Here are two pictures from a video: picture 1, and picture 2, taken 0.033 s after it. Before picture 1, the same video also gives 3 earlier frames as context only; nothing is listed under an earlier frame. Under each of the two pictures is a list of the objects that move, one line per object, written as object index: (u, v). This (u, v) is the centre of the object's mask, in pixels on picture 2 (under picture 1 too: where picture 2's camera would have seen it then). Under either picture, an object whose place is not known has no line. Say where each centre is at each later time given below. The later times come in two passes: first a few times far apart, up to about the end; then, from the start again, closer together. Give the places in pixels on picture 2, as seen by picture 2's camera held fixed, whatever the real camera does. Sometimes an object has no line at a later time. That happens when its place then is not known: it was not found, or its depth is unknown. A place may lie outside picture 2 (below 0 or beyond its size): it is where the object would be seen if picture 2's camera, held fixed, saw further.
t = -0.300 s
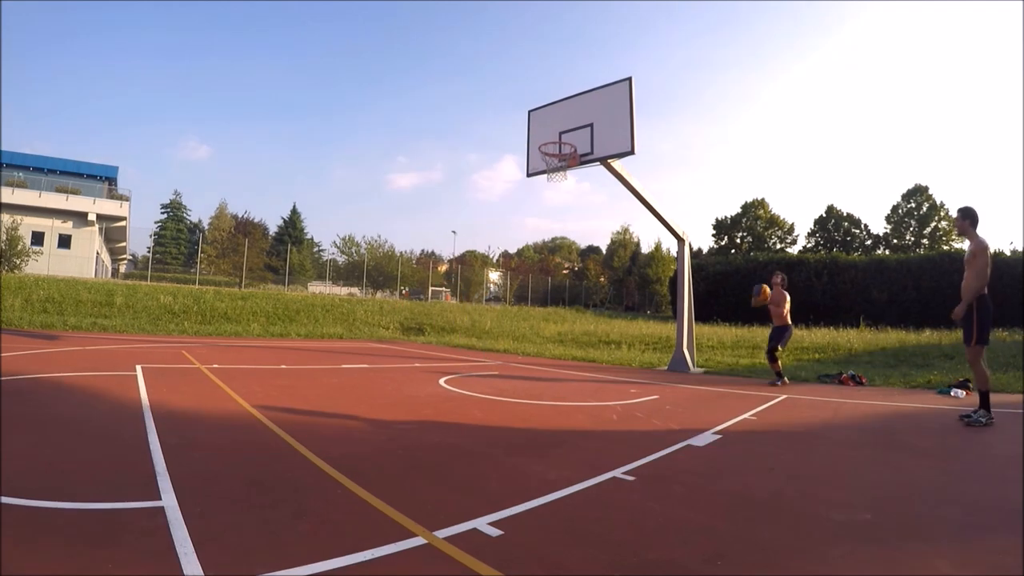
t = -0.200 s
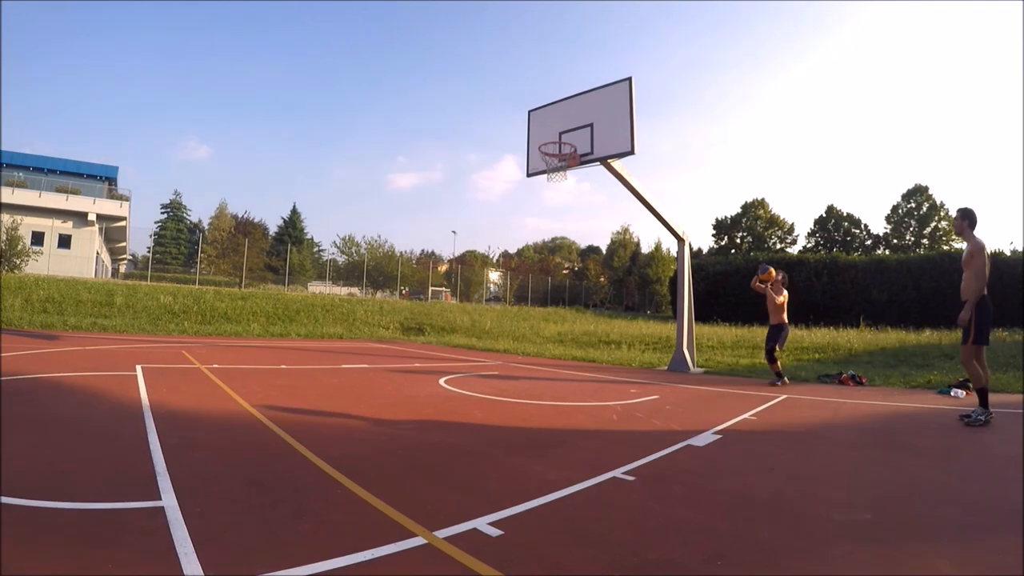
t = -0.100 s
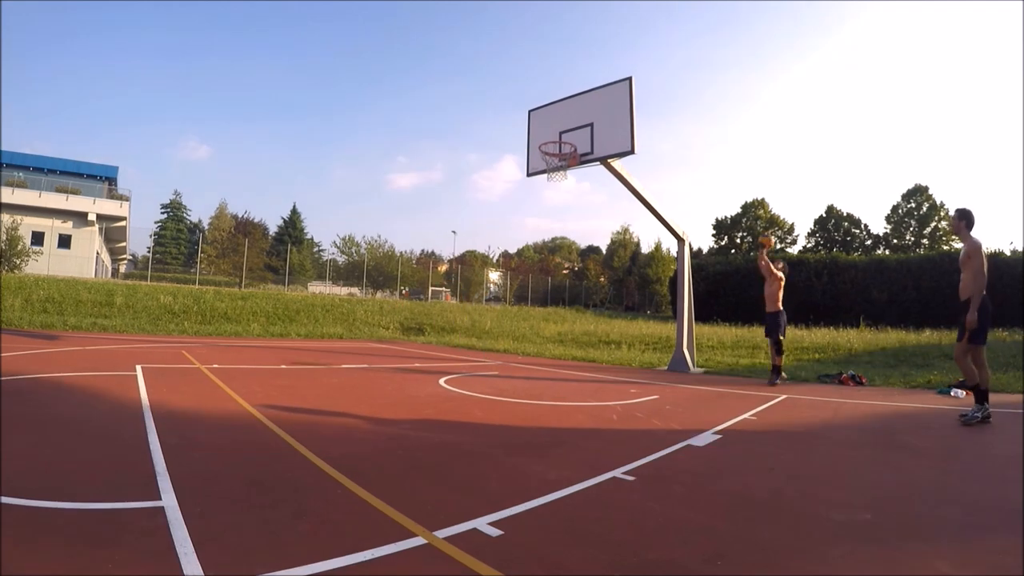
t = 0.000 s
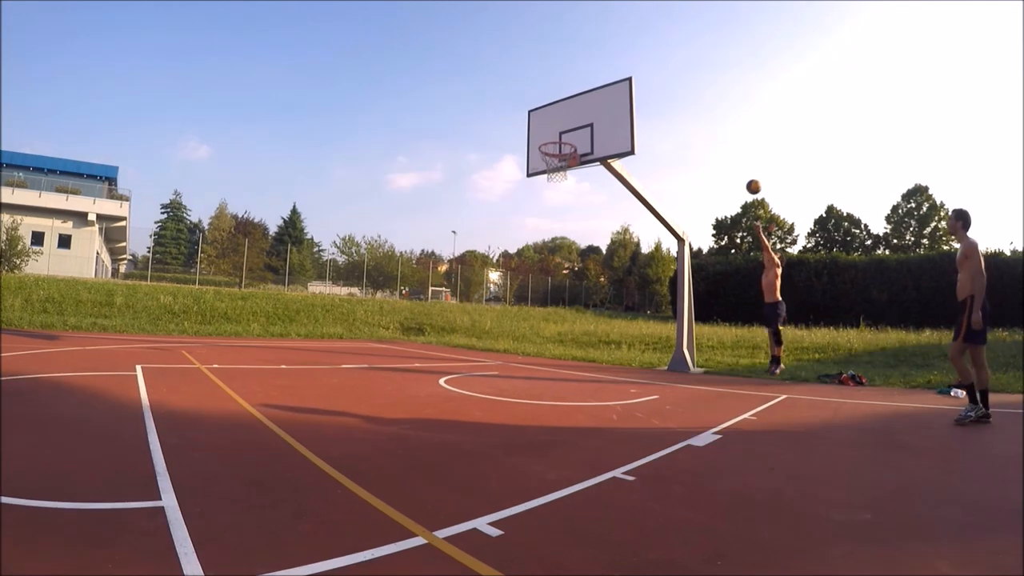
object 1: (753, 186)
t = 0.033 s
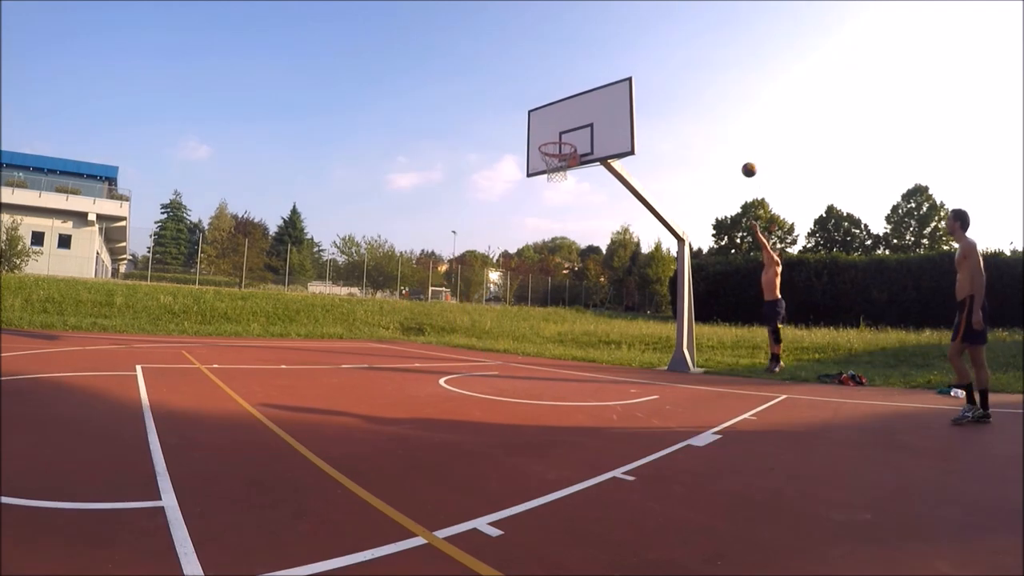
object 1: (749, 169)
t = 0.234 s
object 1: (721, 85)
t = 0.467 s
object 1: (689, 23)
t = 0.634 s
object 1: (668, 2)
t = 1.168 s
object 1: (606, 18)
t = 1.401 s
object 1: (574, 88)
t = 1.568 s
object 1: (547, 173)
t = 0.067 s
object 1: (744, 153)
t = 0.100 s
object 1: (739, 138)
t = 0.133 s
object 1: (735, 123)
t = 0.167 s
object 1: (730, 110)
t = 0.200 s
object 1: (725, 97)
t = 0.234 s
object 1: (721, 85)
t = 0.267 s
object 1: (716, 74)
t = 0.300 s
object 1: (711, 64)
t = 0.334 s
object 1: (707, 54)
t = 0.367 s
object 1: (702, 45)
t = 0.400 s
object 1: (698, 37)
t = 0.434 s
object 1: (693, 29)
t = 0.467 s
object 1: (689, 23)
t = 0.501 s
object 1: (685, 16)
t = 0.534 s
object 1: (681, 11)
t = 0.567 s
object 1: (677, 6)
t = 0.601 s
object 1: (672, 4)
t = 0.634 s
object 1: (668, 2)
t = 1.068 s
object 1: (617, 4)
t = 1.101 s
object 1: (614, 7)
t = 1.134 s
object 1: (610, 12)
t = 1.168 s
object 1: (606, 18)
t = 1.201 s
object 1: (602, 25)
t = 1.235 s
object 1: (597, 33)
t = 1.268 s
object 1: (593, 42)
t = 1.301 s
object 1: (589, 52)
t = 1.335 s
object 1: (584, 63)
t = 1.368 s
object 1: (579, 75)
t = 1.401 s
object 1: (574, 88)
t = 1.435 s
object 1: (570, 102)
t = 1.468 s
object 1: (564, 118)
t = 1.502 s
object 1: (558, 134)
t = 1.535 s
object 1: (551, 152)
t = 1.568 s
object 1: (547, 173)
